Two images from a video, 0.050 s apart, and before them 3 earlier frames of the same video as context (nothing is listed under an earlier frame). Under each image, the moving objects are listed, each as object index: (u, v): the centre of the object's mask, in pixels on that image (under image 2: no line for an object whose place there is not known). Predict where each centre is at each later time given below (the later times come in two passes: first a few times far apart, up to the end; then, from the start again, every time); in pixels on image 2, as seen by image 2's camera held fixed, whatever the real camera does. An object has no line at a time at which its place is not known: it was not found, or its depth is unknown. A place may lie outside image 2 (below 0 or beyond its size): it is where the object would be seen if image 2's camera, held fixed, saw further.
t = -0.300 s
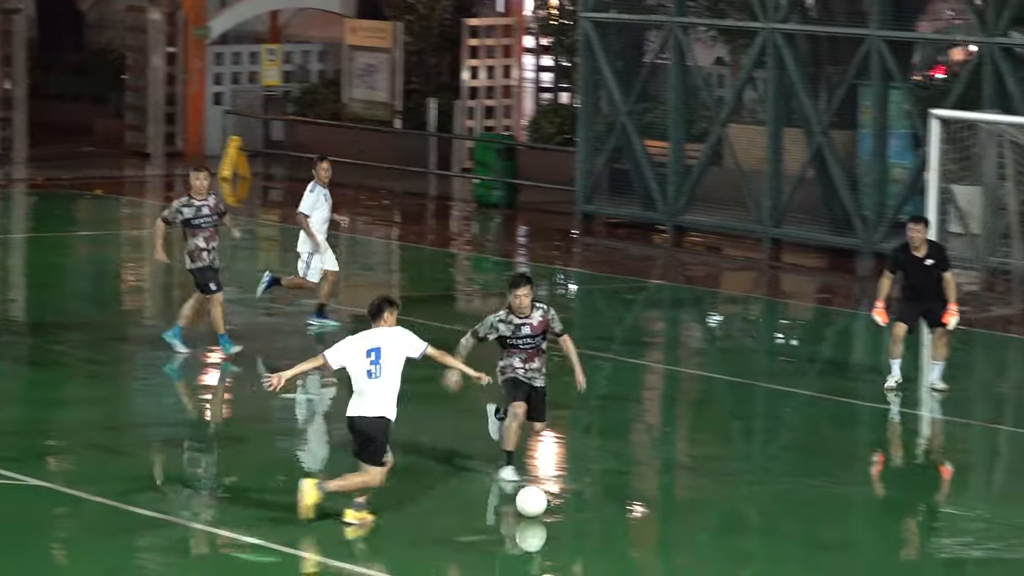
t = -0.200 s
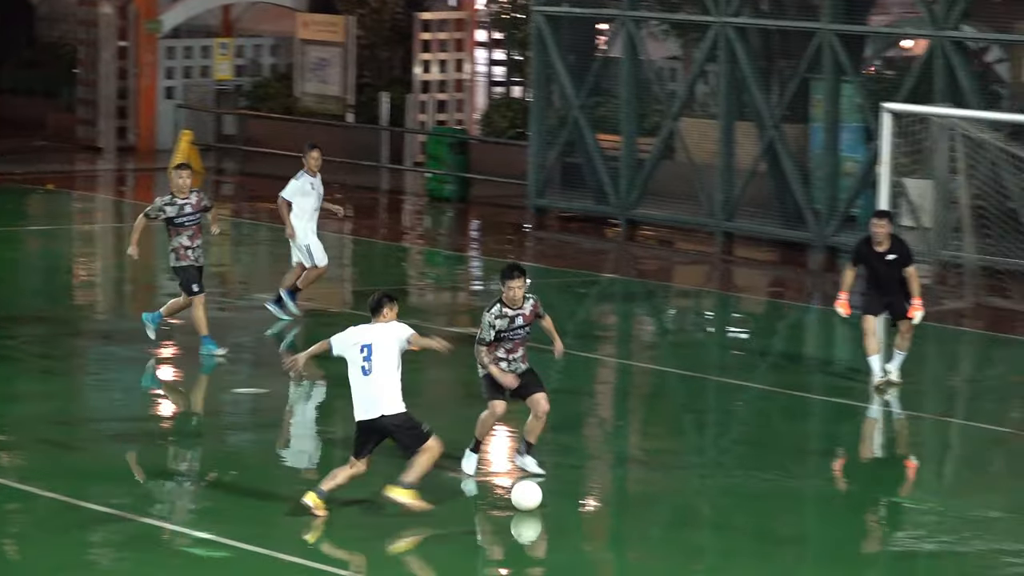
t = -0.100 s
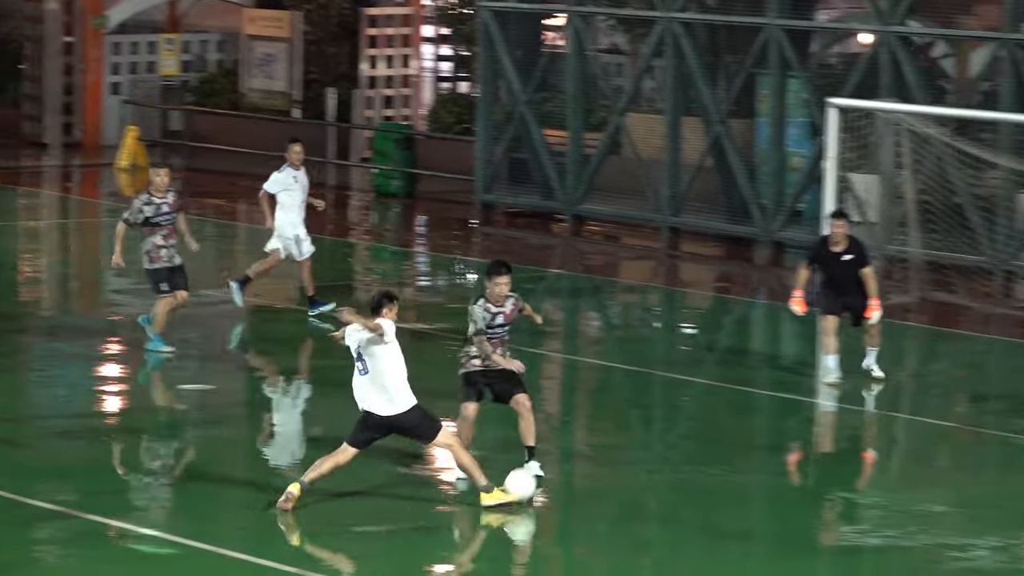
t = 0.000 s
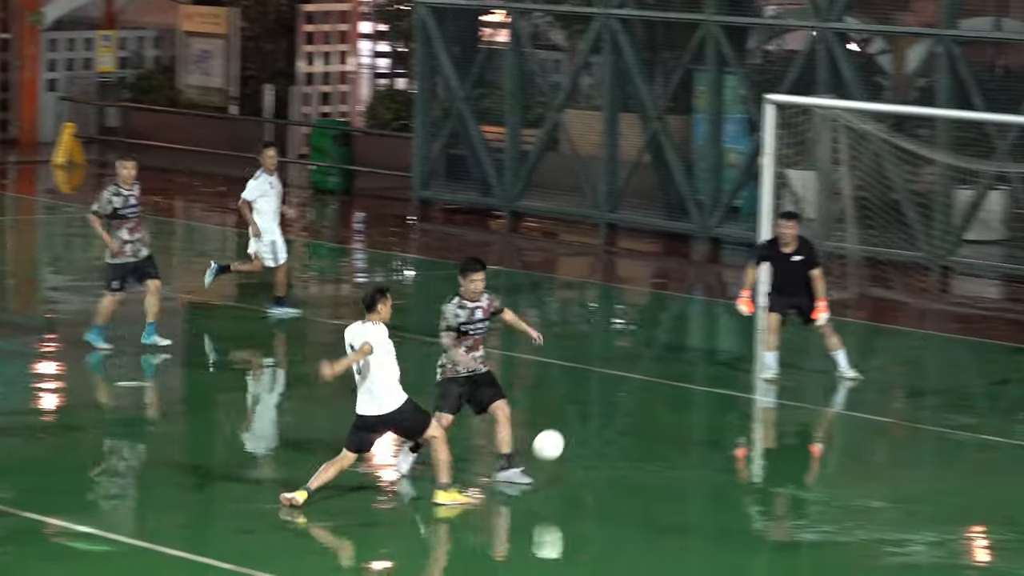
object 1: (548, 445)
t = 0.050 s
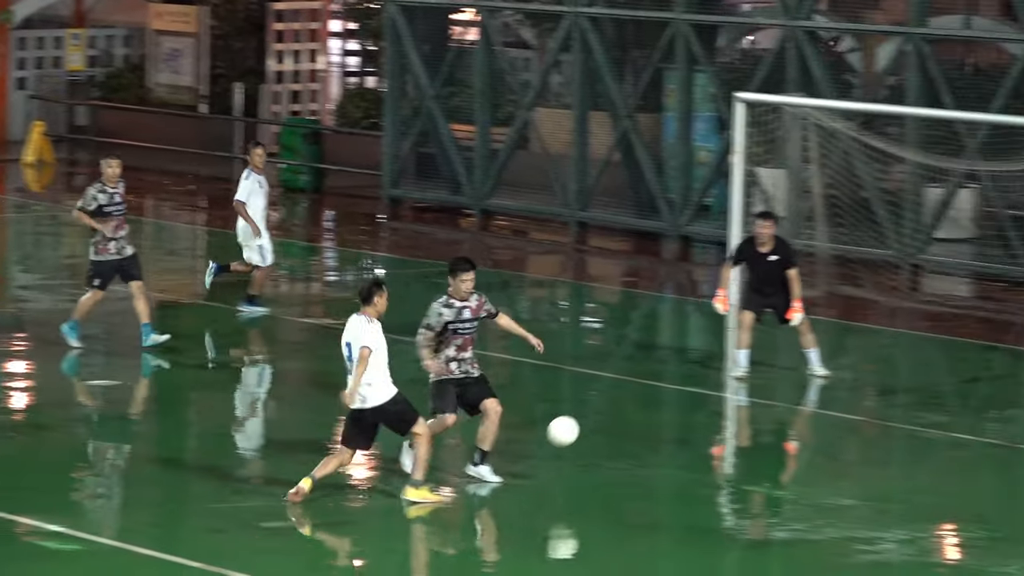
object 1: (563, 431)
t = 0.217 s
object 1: (702, 415)
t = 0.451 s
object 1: (875, 431)
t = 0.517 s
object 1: (914, 415)
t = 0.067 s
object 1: (577, 428)
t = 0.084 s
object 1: (591, 425)
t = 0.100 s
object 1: (605, 422)
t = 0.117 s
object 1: (620, 420)
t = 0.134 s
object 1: (634, 418)
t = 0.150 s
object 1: (648, 417)
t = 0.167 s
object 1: (662, 416)
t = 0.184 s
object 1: (675, 415)
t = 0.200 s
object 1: (689, 415)
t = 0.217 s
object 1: (702, 415)
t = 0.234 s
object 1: (715, 415)
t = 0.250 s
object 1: (728, 416)
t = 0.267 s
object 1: (742, 417)
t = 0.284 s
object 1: (755, 419)
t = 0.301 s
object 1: (768, 421)
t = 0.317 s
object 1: (781, 423)
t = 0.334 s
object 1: (794, 427)
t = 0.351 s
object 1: (806, 430)
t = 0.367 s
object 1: (819, 433)
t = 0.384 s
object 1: (831, 437)
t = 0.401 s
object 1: (844, 441)
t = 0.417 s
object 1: (855, 440)
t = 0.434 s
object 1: (865, 435)
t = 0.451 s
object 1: (875, 431)
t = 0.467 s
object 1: (885, 426)
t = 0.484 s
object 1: (895, 422)
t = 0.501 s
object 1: (904, 419)
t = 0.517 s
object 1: (914, 415)
